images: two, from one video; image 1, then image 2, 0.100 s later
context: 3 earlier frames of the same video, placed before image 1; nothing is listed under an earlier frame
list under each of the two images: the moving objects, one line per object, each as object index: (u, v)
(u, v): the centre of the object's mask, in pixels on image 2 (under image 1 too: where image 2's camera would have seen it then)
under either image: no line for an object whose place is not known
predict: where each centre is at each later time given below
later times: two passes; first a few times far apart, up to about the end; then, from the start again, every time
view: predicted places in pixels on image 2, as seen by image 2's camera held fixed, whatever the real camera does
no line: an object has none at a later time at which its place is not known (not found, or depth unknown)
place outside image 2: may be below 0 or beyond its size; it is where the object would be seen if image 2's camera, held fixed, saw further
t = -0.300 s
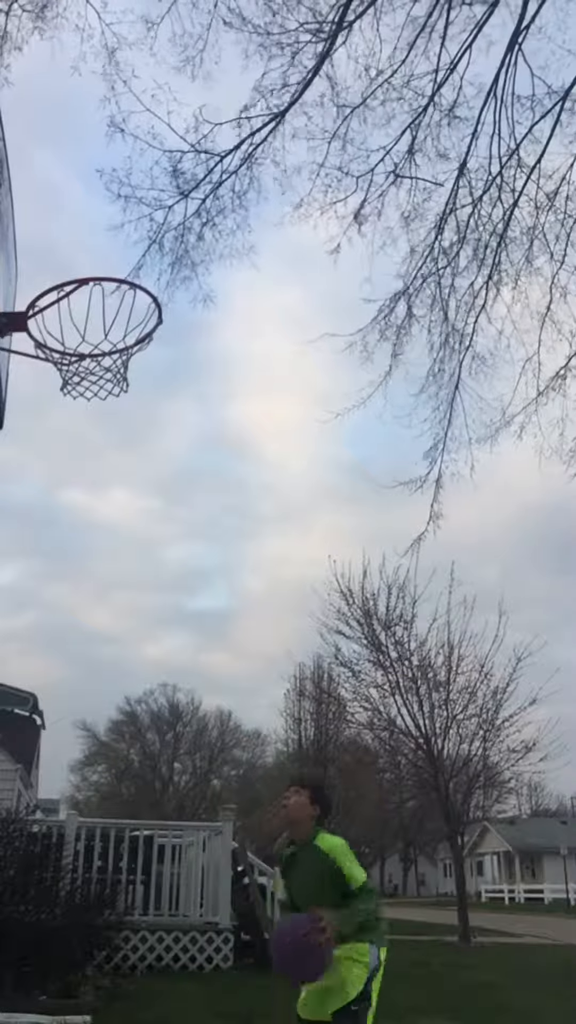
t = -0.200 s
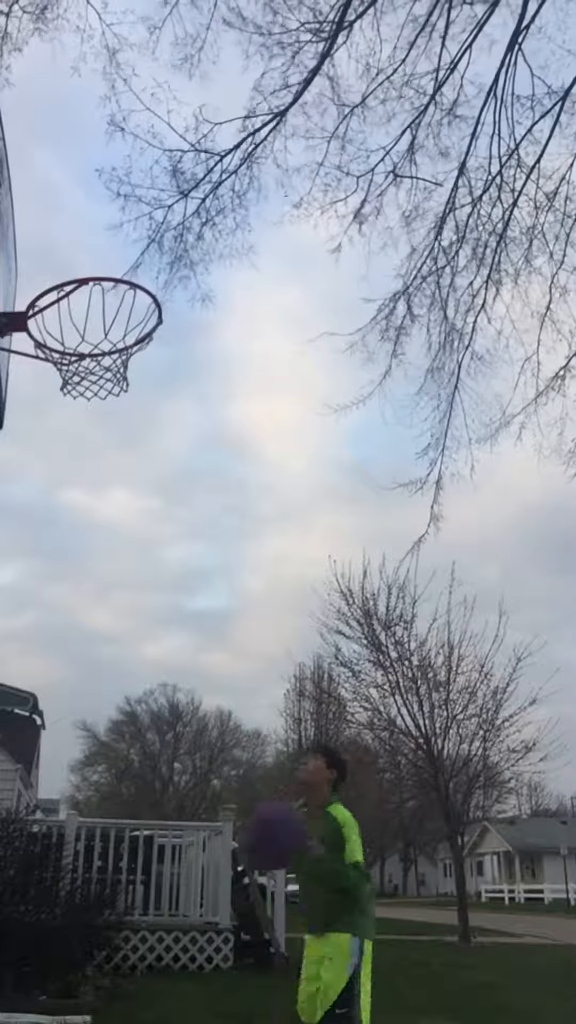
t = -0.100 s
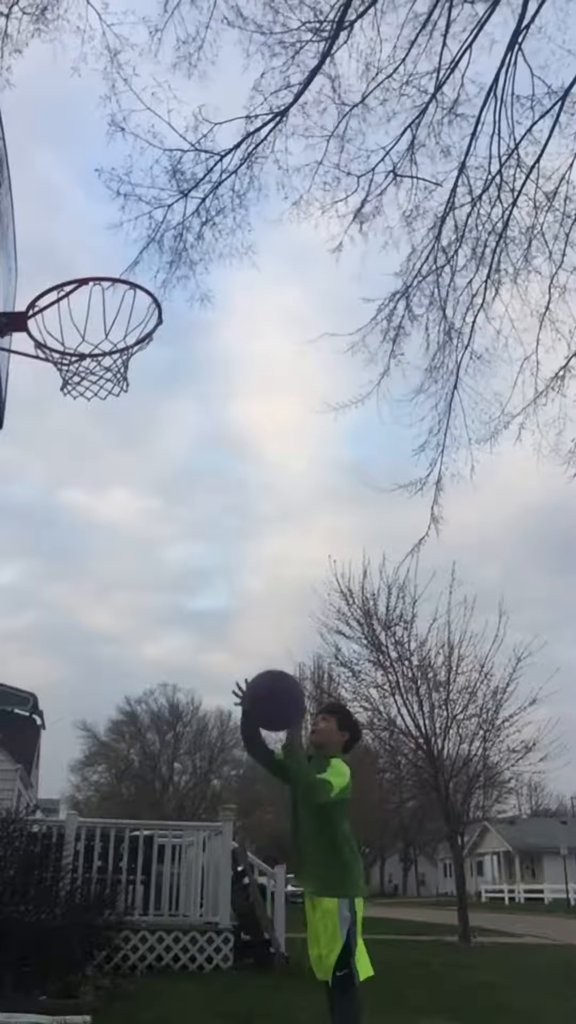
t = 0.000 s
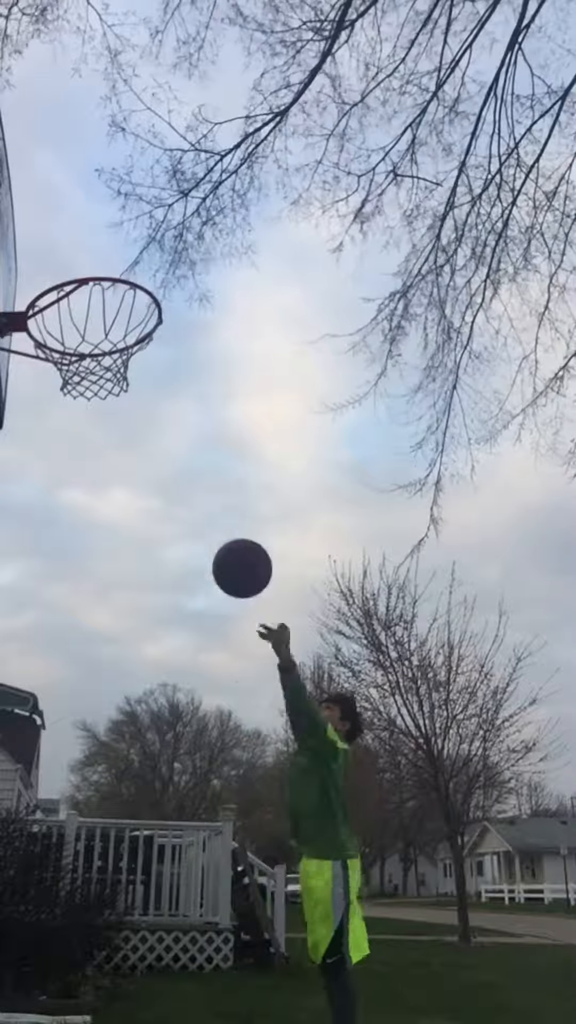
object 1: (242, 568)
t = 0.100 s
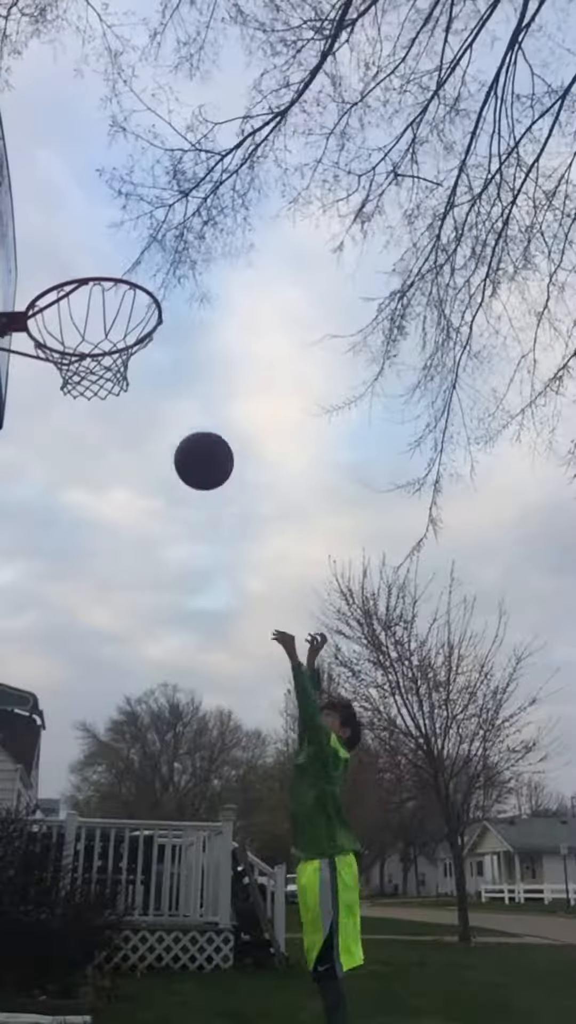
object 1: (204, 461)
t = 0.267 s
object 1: (149, 342)
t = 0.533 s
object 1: (147, 346)
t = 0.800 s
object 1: (131, 498)
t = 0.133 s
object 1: (191, 430)
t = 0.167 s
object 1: (178, 402)
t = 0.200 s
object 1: (164, 376)
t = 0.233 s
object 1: (151, 353)
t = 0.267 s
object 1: (149, 342)
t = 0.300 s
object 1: (149, 334)
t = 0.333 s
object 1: (149, 329)
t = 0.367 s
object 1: (149, 327)
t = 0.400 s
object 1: (149, 326)
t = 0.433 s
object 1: (149, 328)
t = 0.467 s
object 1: (148, 332)
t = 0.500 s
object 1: (148, 338)
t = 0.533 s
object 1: (147, 346)
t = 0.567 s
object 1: (145, 357)
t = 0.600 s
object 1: (144, 369)
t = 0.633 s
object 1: (142, 384)
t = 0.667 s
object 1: (140, 401)
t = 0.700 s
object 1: (138, 421)
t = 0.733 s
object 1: (136, 444)
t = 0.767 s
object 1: (133, 469)
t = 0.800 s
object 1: (131, 498)
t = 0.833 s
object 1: (128, 529)
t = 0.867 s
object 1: (124, 564)
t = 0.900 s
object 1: (120, 603)
